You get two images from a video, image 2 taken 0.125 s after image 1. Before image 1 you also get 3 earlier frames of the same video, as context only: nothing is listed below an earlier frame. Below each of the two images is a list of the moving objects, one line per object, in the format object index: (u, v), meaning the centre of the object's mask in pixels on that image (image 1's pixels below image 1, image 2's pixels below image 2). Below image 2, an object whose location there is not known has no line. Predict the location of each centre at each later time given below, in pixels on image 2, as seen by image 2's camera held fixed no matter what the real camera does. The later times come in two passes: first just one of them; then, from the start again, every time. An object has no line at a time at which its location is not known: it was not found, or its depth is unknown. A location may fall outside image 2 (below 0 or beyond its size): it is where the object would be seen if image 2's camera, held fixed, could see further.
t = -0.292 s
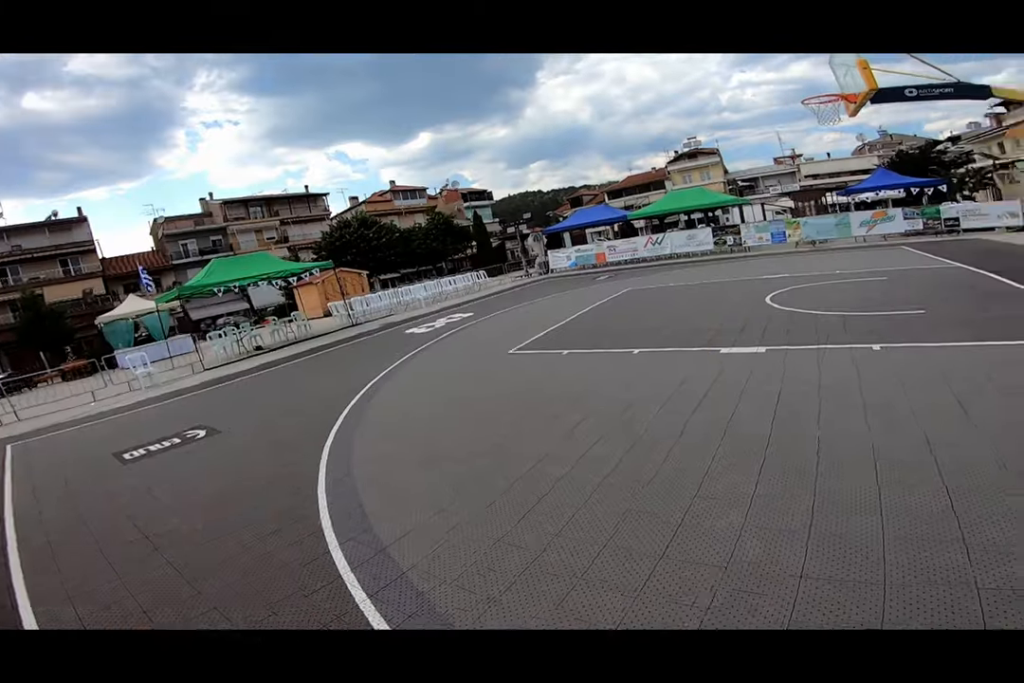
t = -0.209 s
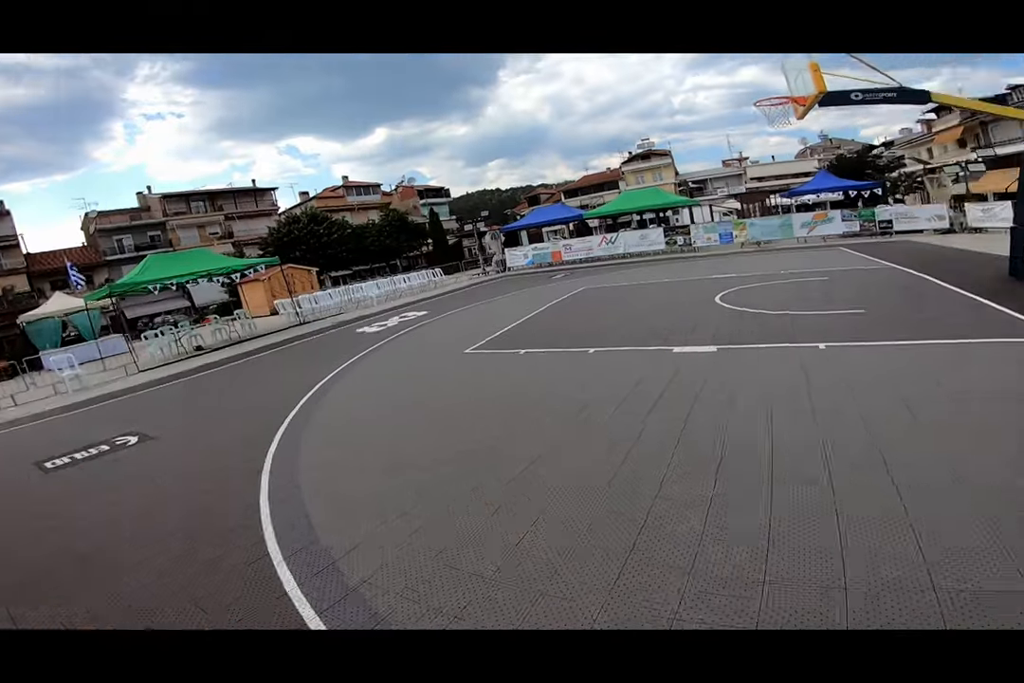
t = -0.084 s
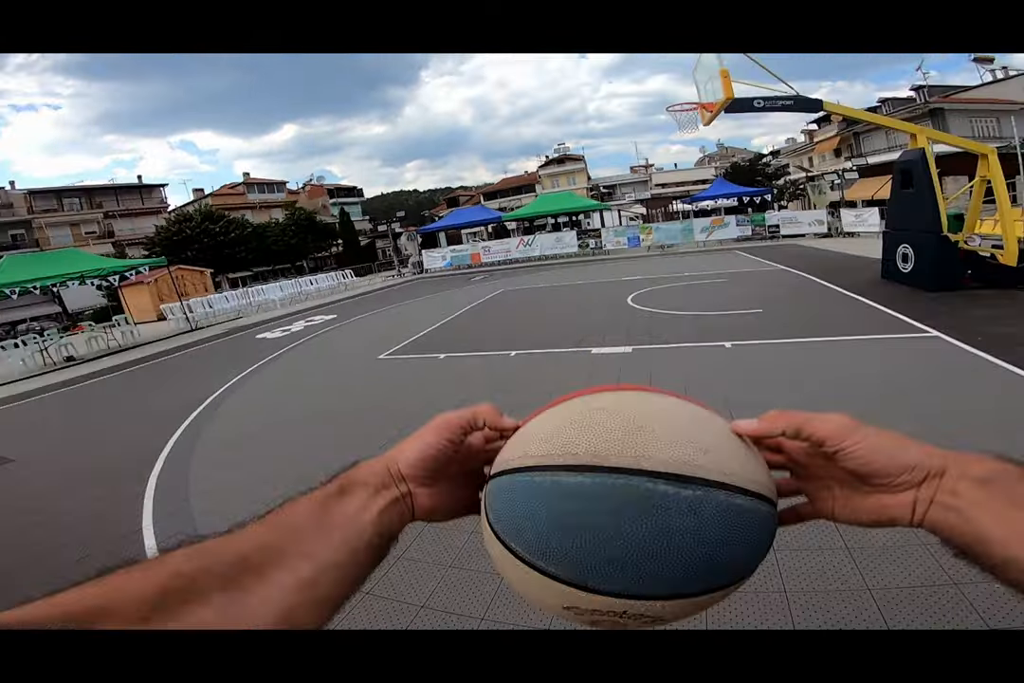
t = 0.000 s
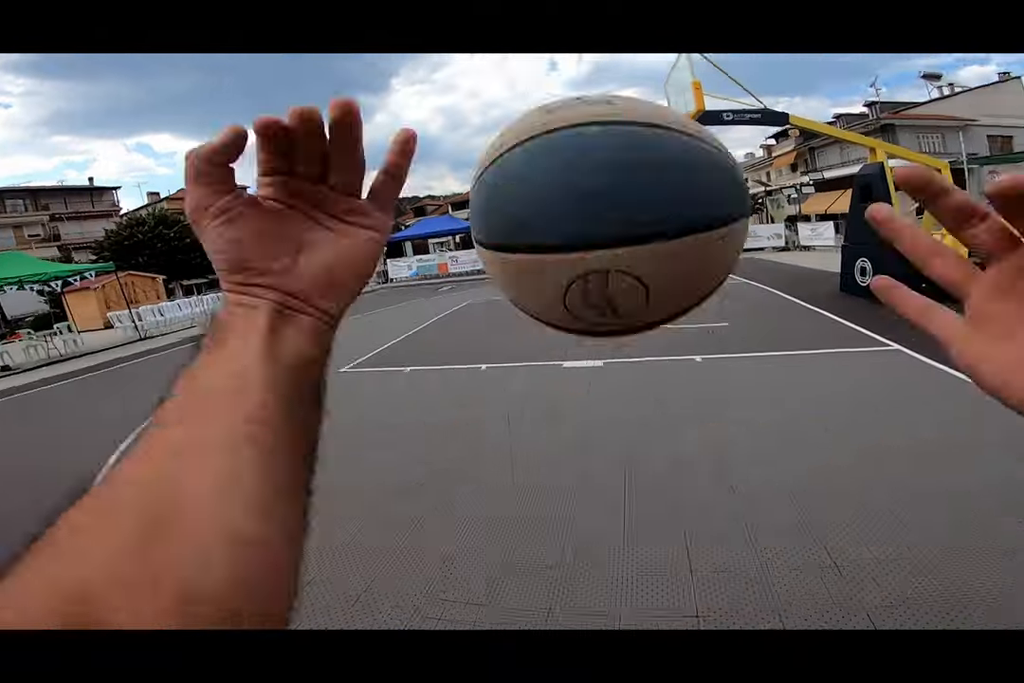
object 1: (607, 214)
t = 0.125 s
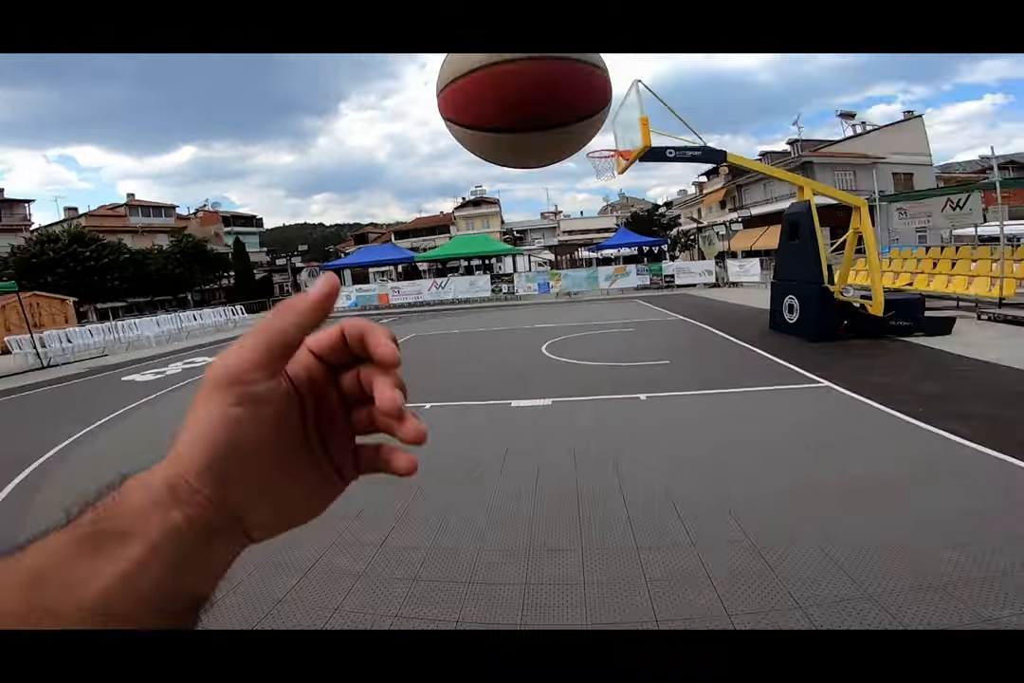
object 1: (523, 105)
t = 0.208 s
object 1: (521, 88)
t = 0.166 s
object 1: (522, 93)
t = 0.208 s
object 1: (521, 88)
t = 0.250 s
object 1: (520, 87)
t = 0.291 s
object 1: (518, 91)
